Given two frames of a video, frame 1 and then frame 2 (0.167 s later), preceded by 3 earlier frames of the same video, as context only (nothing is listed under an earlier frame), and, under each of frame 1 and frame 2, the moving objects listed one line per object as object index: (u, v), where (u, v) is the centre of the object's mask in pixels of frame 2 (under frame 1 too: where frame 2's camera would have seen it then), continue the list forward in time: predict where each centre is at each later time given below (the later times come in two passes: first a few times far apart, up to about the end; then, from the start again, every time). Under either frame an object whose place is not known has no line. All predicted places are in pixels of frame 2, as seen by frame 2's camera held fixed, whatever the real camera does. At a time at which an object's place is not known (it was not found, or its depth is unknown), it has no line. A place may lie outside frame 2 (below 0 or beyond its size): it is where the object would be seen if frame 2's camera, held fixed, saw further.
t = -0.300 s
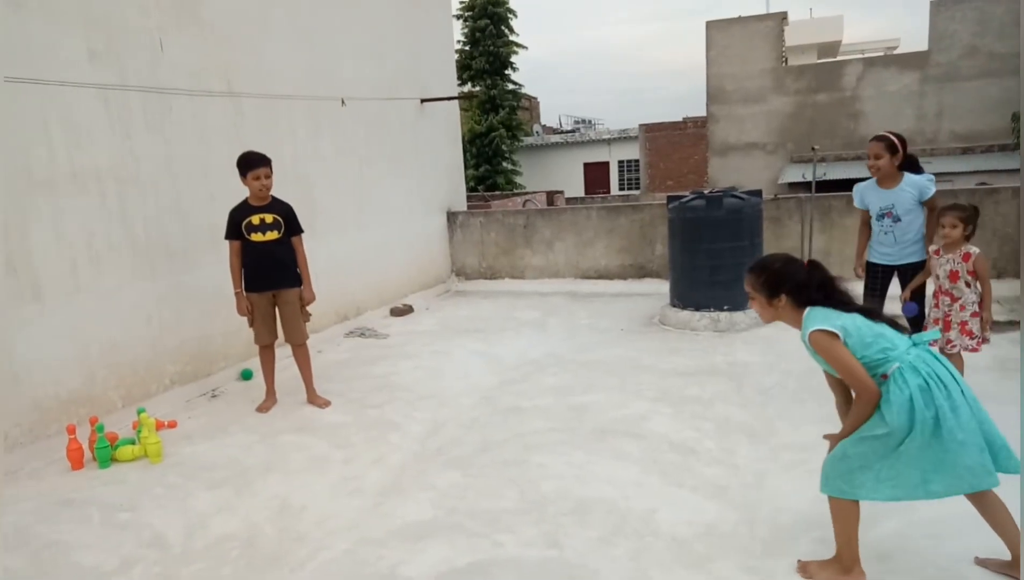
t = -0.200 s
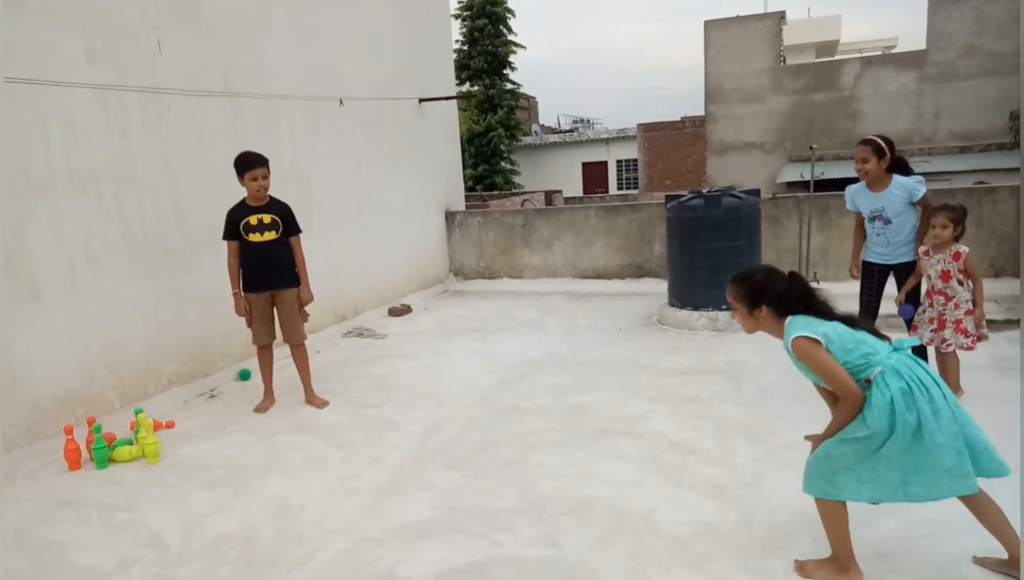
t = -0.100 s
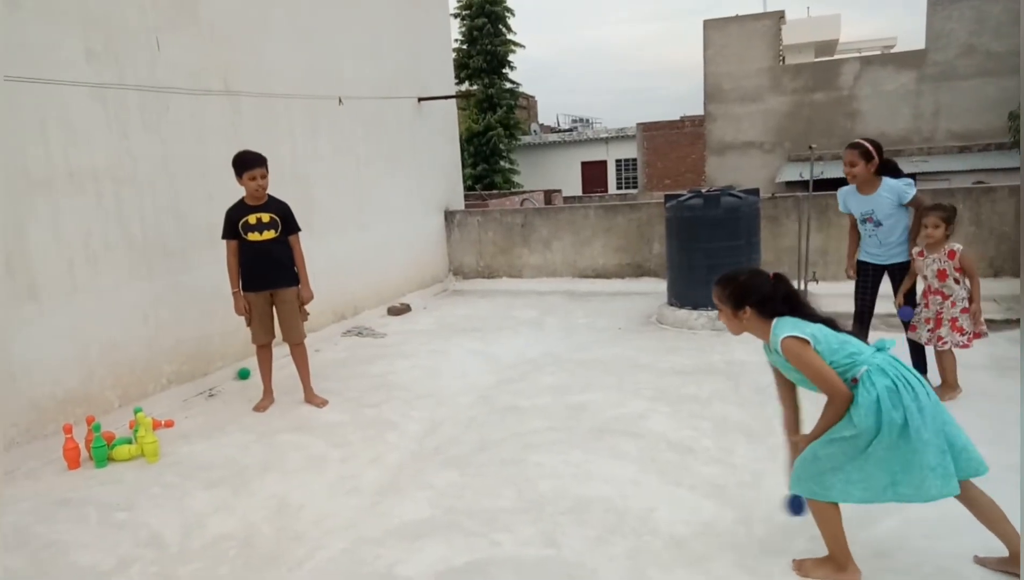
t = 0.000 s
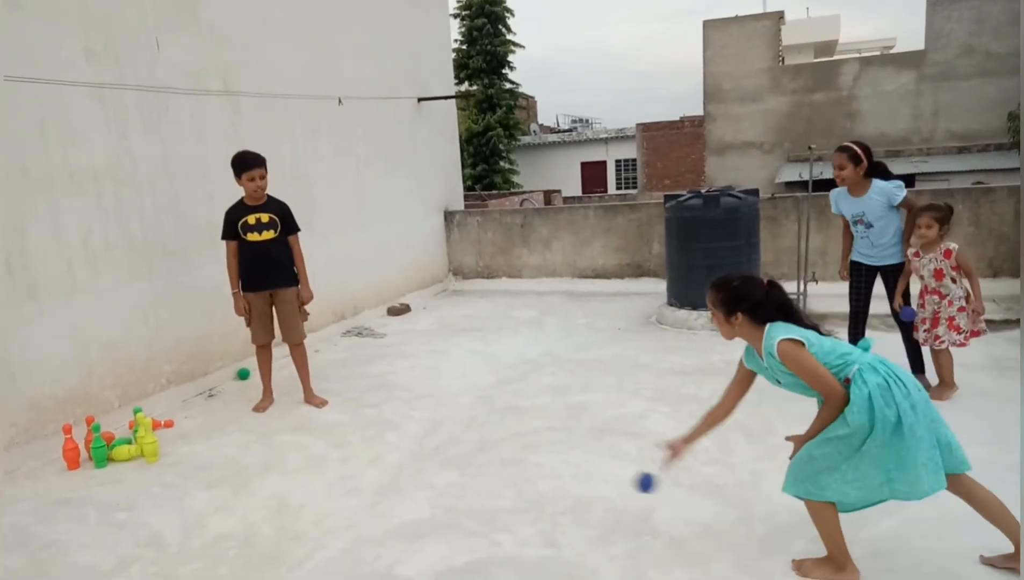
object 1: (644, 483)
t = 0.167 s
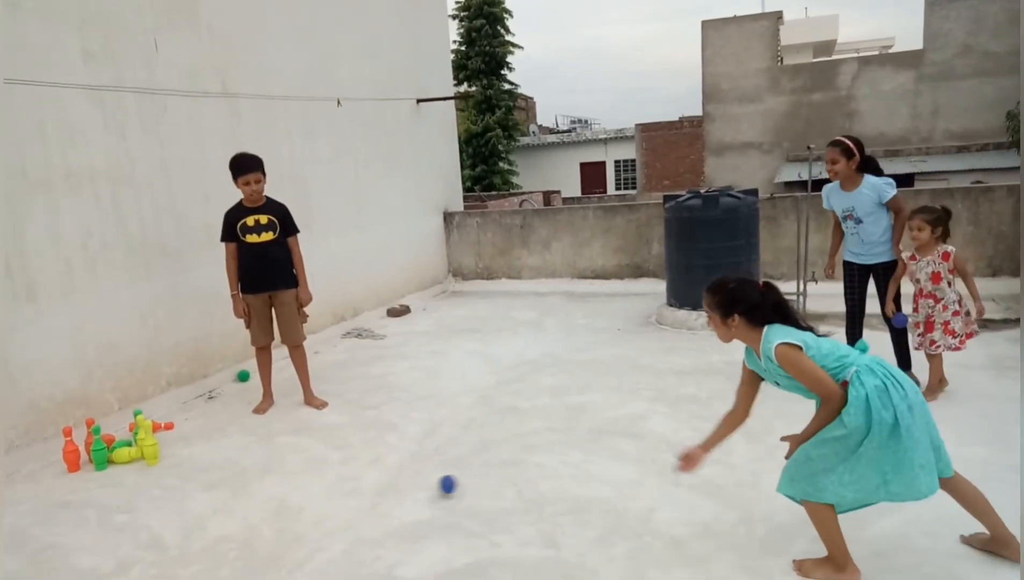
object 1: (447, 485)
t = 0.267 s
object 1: (373, 457)
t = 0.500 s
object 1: (242, 452)
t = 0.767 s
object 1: (161, 437)
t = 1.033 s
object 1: (160, 417)
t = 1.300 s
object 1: (167, 419)
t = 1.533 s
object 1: (165, 423)
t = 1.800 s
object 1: (161, 417)
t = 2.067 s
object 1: (159, 416)
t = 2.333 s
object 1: (153, 414)
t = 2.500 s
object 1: (150, 414)
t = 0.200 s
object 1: (420, 477)
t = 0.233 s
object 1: (396, 465)
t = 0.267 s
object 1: (373, 457)
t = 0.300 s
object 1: (352, 452)
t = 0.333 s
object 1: (331, 449)
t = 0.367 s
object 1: (310, 448)
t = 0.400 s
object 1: (292, 451)
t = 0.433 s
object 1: (275, 455)
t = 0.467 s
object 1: (258, 461)
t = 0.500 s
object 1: (242, 452)
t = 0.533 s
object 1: (227, 444)
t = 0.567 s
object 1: (213, 439)
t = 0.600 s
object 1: (198, 436)
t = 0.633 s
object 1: (186, 436)
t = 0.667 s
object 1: (173, 438)
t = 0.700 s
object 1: (164, 442)
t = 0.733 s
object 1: (164, 443)
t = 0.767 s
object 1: (161, 437)
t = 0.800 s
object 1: (159, 433)
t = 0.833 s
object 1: (158, 431)
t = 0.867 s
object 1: (157, 430)
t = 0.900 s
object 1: (156, 424)
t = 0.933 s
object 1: (156, 419)
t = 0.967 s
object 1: (156, 417)
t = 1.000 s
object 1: (157, 416)
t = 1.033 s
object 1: (160, 417)
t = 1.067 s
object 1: (162, 419)
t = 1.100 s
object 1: (164, 423)
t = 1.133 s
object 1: (166, 429)
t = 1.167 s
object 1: (166, 422)
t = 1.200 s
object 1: (165, 419)
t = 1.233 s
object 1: (166, 417)
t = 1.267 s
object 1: (166, 416)
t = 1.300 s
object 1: (167, 419)
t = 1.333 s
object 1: (166, 423)
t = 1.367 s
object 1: (166, 422)
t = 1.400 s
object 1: (165, 418)
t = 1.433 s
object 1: (165, 416)
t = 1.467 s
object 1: (165, 416)
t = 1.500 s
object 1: (165, 419)
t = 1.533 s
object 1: (165, 423)
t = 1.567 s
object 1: (164, 419)
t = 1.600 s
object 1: (164, 417)
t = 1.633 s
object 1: (163, 416)
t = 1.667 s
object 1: (163, 418)
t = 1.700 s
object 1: (163, 421)
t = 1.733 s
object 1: (162, 418)
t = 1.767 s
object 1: (162, 417)
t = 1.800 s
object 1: (161, 417)
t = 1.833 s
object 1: (162, 418)
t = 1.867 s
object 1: (161, 419)
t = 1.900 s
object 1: (161, 417)
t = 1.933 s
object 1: (161, 416)
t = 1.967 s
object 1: (161, 418)
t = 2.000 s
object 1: (160, 417)
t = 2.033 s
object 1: (160, 416)
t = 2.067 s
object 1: (159, 416)
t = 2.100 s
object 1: (159, 417)
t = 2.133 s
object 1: (158, 415)
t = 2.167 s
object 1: (158, 416)
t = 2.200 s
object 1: (157, 415)
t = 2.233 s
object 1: (156, 415)
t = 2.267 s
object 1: (155, 415)
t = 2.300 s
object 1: (154, 414)
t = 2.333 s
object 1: (153, 414)
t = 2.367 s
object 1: (152, 414)
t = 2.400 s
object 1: (151, 414)
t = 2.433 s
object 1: (150, 414)
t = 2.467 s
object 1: (150, 414)
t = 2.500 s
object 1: (150, 414)
